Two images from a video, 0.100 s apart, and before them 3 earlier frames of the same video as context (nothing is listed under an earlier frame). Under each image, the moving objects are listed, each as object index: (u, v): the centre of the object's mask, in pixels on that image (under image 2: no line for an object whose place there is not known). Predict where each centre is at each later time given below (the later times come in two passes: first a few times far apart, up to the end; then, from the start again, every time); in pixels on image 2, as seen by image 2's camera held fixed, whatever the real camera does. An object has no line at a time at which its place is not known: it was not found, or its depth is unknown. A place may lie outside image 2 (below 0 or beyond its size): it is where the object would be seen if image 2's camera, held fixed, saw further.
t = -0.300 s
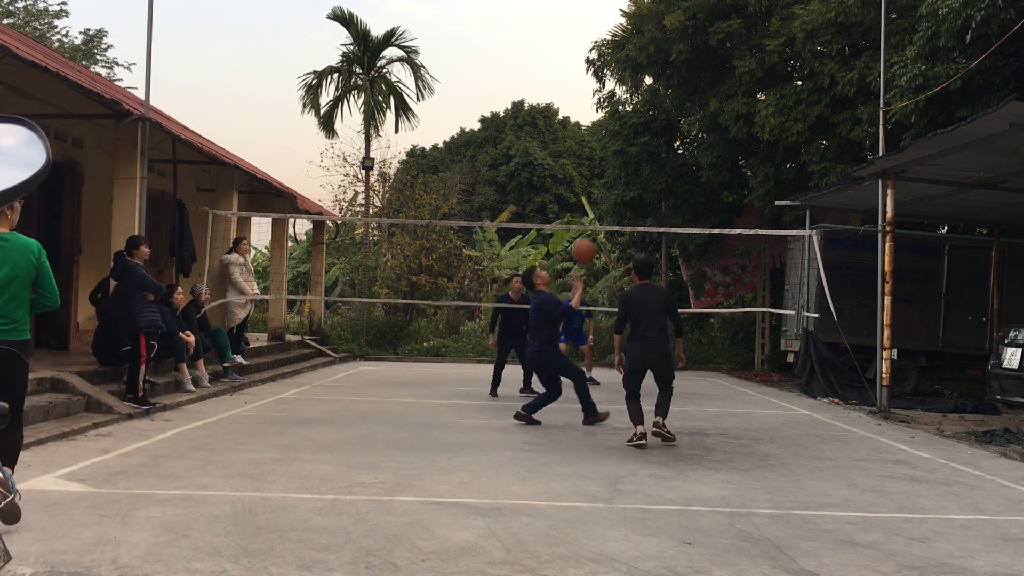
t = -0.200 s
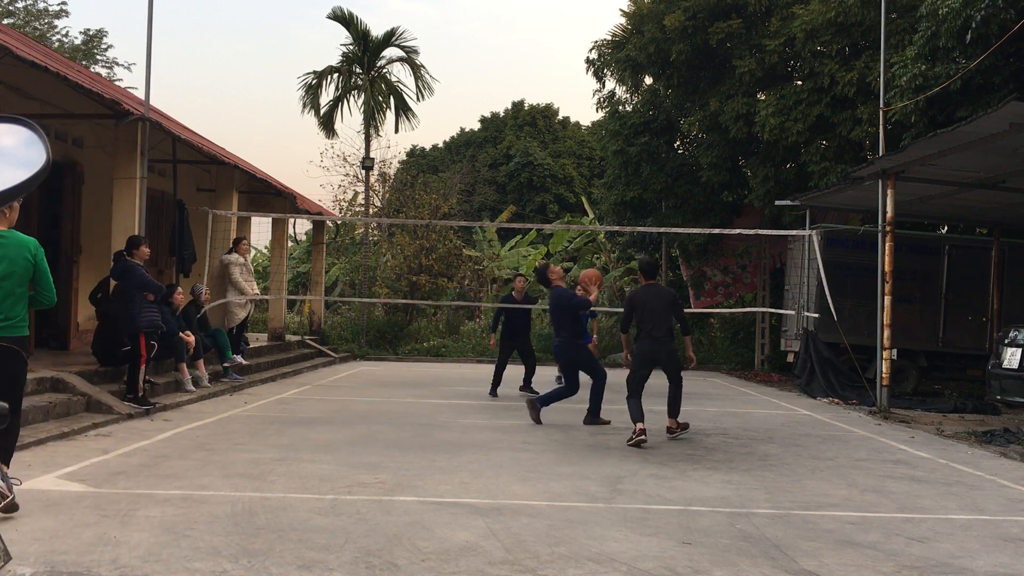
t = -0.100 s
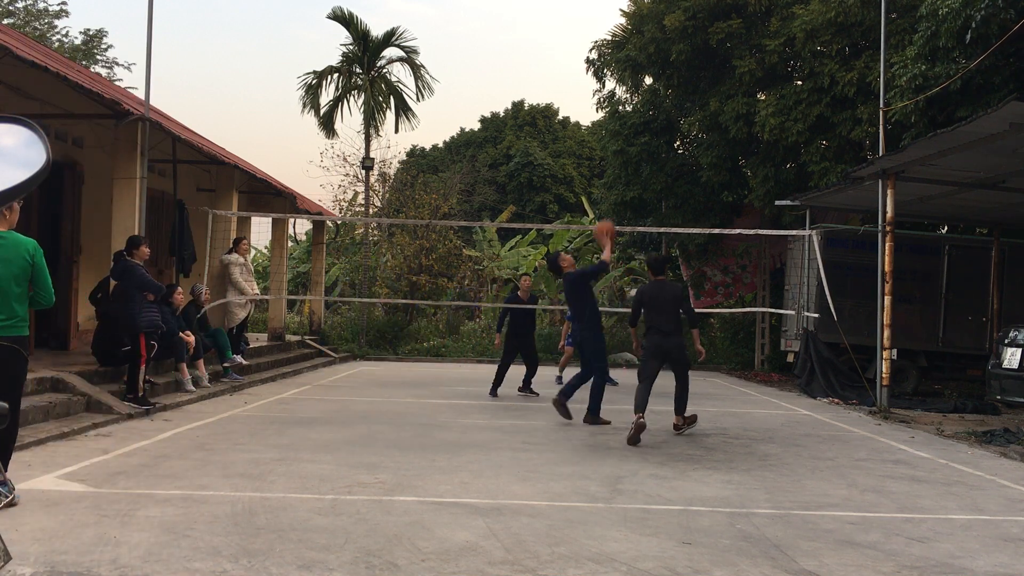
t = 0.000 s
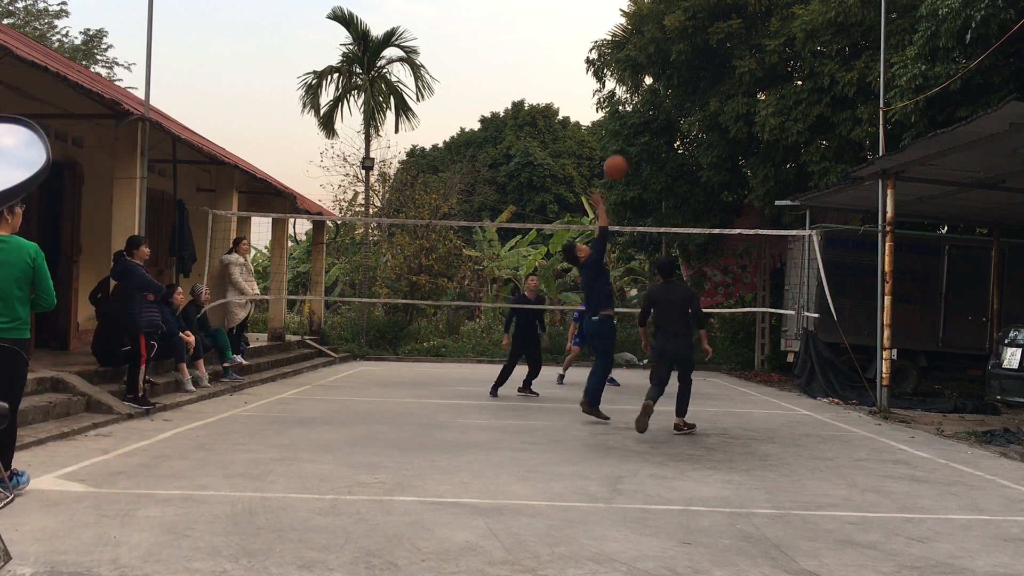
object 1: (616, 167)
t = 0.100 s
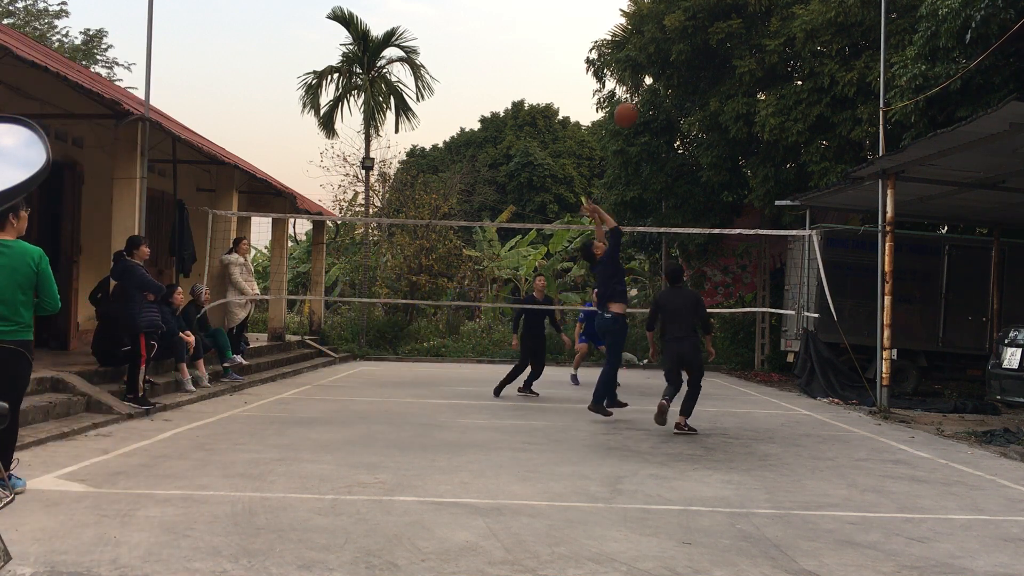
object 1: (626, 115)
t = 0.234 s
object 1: (639, 61)
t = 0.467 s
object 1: (660, 12)
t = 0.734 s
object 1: (682, 21)
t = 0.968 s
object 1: (699, 86)
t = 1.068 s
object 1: (707, 129)
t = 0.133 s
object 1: (630, 99)
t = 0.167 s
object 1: (633, 85)
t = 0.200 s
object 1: (636, 73)
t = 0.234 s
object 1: (639, 61)
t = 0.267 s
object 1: (642, 51)
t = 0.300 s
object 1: (646, 42)
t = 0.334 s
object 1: (649, 33)
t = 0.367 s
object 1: (652, 27)
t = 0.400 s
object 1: (655, 21)
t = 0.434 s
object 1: (658, 16)
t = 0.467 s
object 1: (660, 12)
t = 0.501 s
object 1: (663, 10)
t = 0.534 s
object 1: (666, 9)
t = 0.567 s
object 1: (669, 9)
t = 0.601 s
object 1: (671, 10)
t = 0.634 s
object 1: (674, 10)
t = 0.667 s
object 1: (677, 12)
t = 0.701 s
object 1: (679, 16)
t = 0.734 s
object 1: (682, 21)
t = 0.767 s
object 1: (684, 28)
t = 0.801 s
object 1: (687, 34)
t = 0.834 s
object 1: (689, 42)
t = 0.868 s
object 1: (692, 52)
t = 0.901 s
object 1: (694, 62)
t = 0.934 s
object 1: (697, 73)
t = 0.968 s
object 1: (699, 86)
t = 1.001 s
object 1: (701, 98)
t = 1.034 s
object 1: (704, 113)
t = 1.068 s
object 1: (707, 129)
